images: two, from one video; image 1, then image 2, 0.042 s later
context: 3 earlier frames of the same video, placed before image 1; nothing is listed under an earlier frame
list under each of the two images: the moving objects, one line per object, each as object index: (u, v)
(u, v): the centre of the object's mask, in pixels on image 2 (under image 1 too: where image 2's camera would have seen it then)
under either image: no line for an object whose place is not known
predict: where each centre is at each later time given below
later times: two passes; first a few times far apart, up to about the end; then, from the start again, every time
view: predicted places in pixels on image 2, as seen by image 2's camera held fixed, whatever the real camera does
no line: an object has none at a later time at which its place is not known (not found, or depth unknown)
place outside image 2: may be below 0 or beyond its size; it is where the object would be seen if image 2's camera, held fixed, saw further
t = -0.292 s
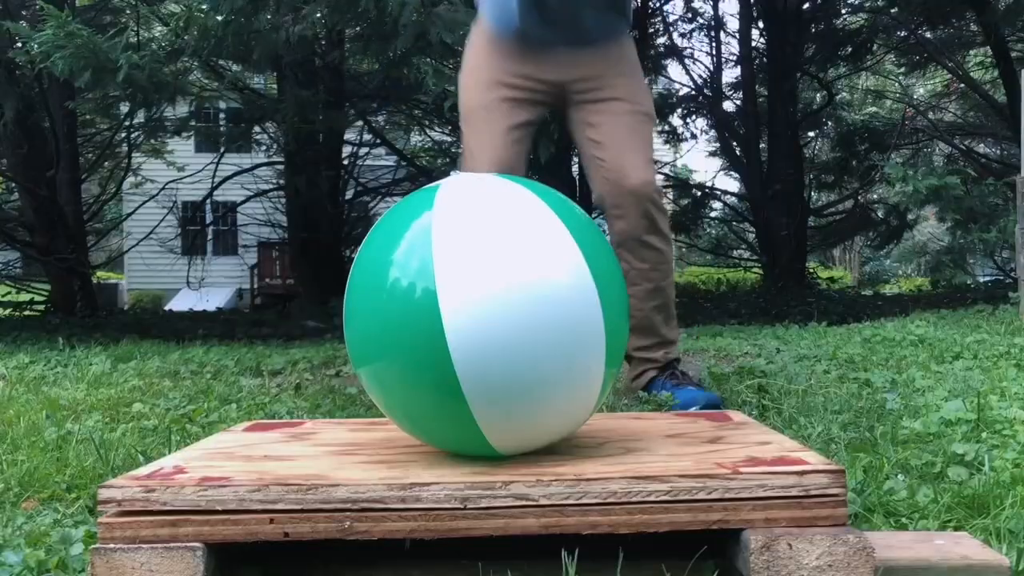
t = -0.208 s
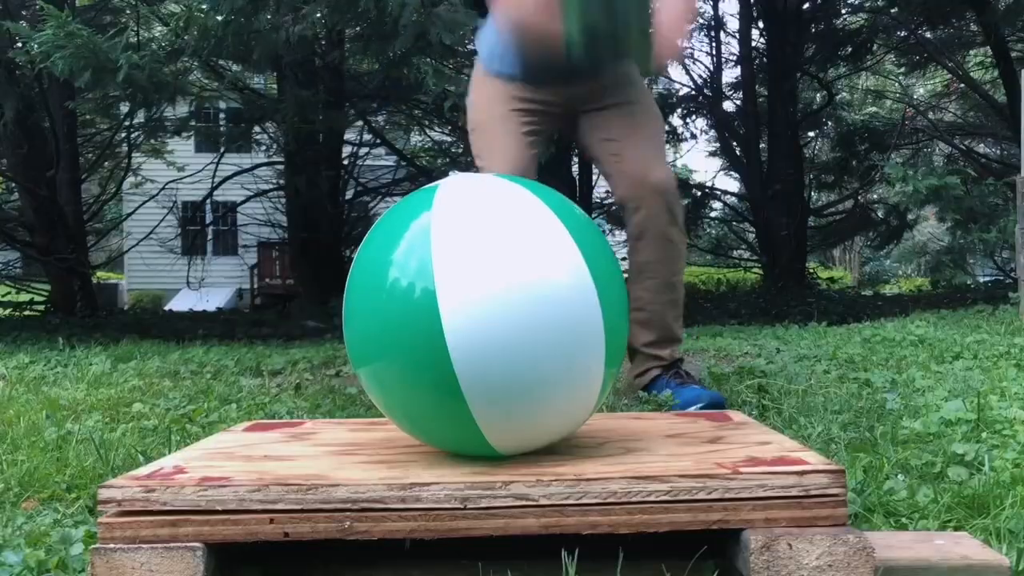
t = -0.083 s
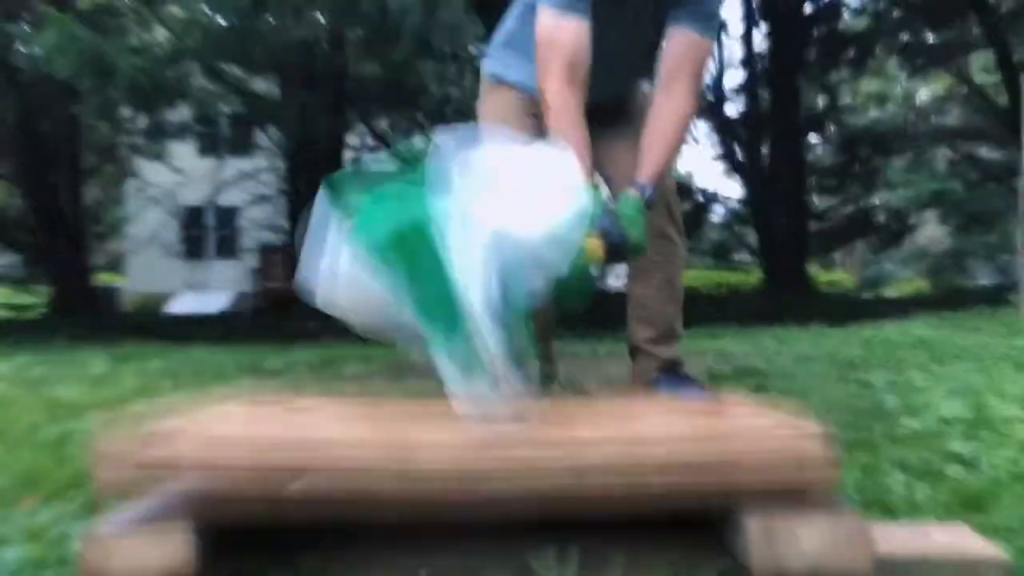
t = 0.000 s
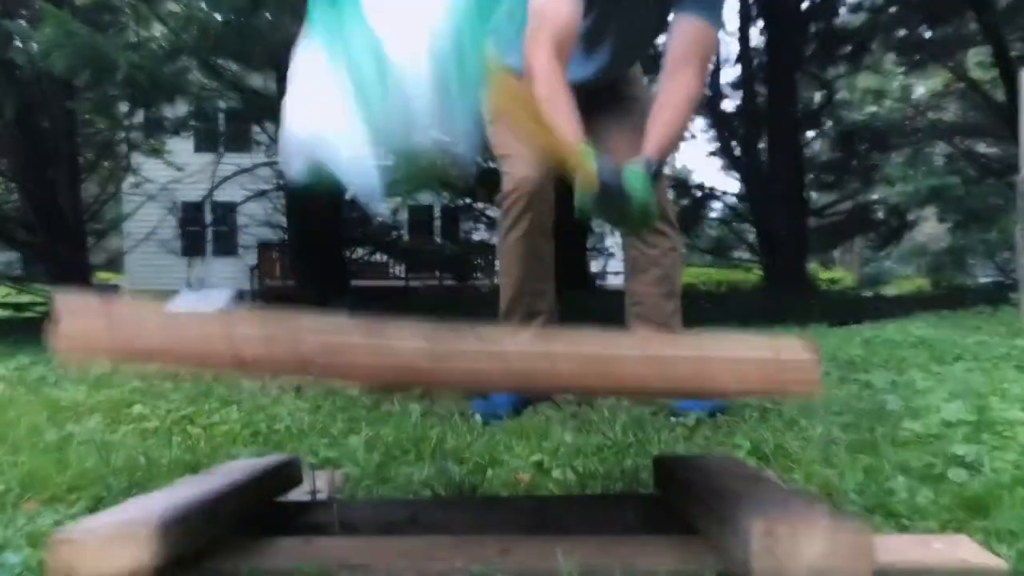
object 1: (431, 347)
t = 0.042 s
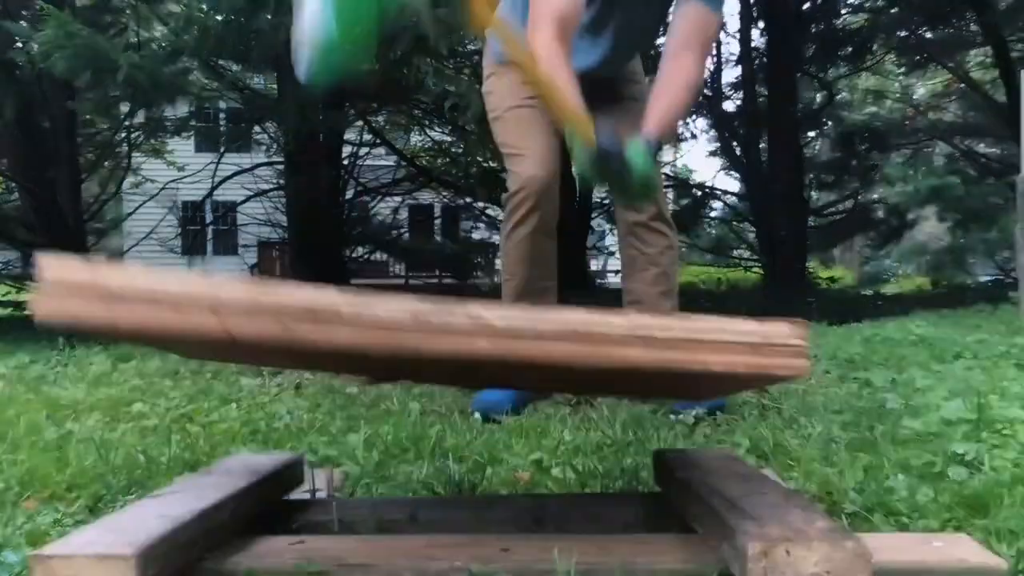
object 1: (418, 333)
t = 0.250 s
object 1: (374, 491)
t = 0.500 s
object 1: (361, 501)
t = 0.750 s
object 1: (360, 501)
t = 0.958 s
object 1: (360, 501)
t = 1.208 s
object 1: (361, 501)
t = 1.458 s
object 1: (361, 501)
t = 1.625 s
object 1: (361, 501)
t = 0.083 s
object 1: (408, 333)
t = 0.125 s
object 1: (390, 350)
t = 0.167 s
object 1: (319, 388)
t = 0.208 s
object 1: (375, 482)
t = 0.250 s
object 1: (374, 491)
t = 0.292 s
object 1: (366, 487)
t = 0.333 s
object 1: (376, 501)
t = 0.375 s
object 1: (369, 502)
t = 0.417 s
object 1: (363, 498)
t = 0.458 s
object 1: (363, 498)
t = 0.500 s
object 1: (361, 501)
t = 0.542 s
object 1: (360, 501)
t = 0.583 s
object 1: (360, 501)
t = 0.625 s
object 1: (360, 501)
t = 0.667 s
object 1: (360, 501)
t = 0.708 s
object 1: (360, 501)
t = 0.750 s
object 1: (360, 501)
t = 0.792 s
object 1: (360, 501)
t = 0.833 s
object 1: (360, 501)
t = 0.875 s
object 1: (360, 501)
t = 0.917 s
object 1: (360, 501)
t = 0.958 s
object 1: (360, 501)
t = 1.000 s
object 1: (361, 501)
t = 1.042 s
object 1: (361, 501)
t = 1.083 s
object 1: (361, 501)
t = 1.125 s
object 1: (360, 501)
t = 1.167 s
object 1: (361, 501)
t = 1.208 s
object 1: (361, 501)
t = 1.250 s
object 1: (361, 501)
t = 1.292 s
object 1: (361, 501)
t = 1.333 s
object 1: (361, 501)
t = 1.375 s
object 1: (361, 501)
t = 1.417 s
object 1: (361, 501)
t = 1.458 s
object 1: (361, 501)
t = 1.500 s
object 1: (361, 501)
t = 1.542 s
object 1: (361, 501)
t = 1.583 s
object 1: (361, 501)
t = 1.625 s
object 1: (361, 501)
